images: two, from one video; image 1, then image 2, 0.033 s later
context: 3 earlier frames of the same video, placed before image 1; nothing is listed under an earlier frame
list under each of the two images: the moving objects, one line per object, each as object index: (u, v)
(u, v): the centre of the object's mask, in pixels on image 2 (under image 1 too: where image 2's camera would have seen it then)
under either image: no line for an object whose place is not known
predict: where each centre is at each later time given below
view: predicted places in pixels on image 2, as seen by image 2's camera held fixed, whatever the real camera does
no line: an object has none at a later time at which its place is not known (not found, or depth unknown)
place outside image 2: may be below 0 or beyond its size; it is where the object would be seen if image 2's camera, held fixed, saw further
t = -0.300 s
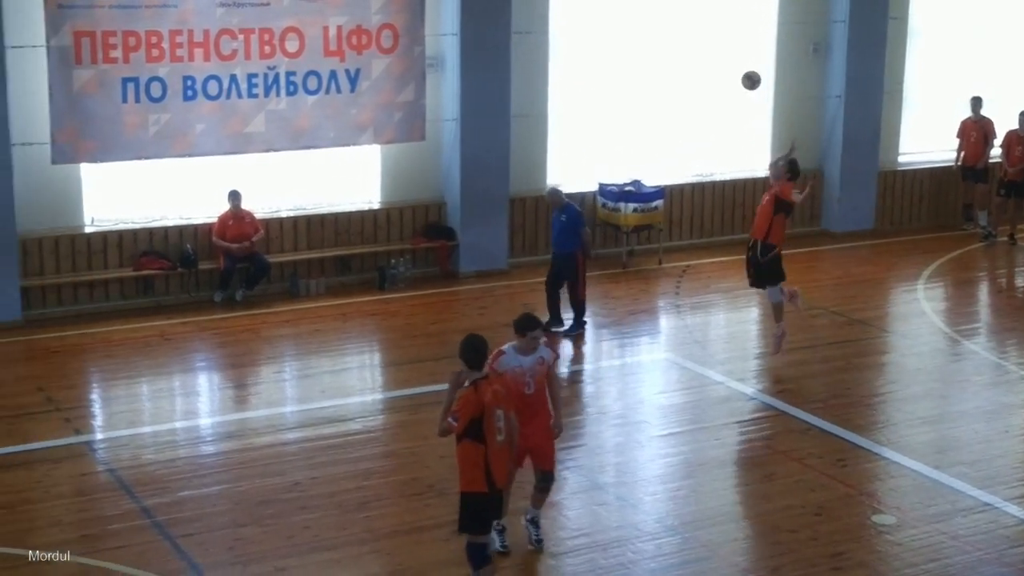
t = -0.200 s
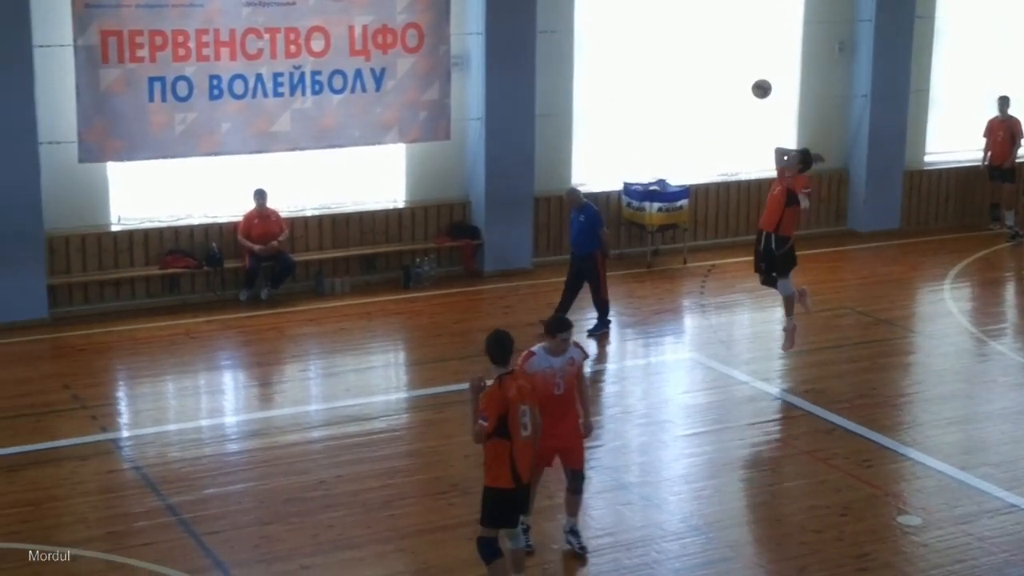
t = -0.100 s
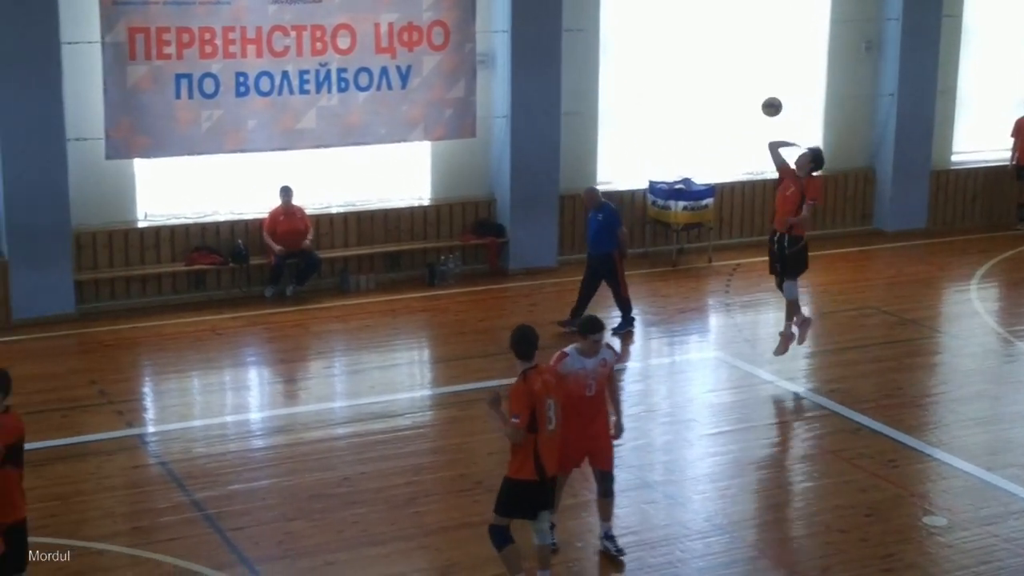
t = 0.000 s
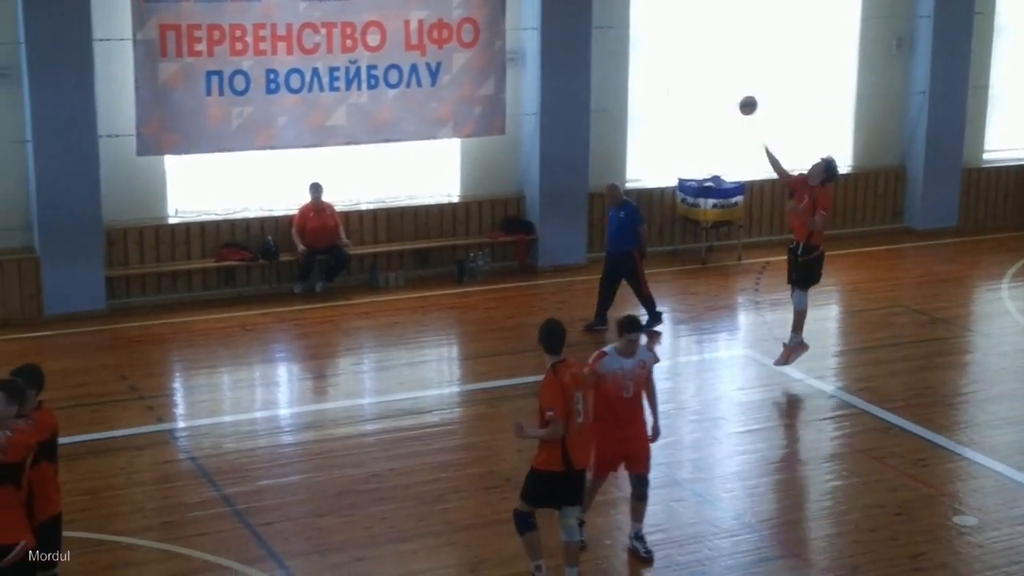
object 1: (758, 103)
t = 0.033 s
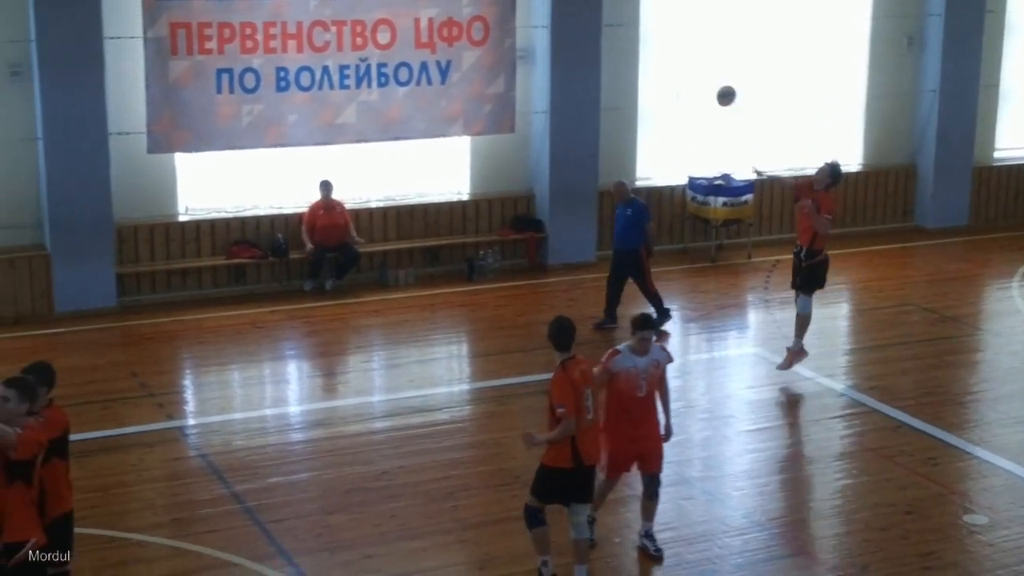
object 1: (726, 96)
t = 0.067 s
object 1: (692, 88)
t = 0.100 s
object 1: (657, 81)
